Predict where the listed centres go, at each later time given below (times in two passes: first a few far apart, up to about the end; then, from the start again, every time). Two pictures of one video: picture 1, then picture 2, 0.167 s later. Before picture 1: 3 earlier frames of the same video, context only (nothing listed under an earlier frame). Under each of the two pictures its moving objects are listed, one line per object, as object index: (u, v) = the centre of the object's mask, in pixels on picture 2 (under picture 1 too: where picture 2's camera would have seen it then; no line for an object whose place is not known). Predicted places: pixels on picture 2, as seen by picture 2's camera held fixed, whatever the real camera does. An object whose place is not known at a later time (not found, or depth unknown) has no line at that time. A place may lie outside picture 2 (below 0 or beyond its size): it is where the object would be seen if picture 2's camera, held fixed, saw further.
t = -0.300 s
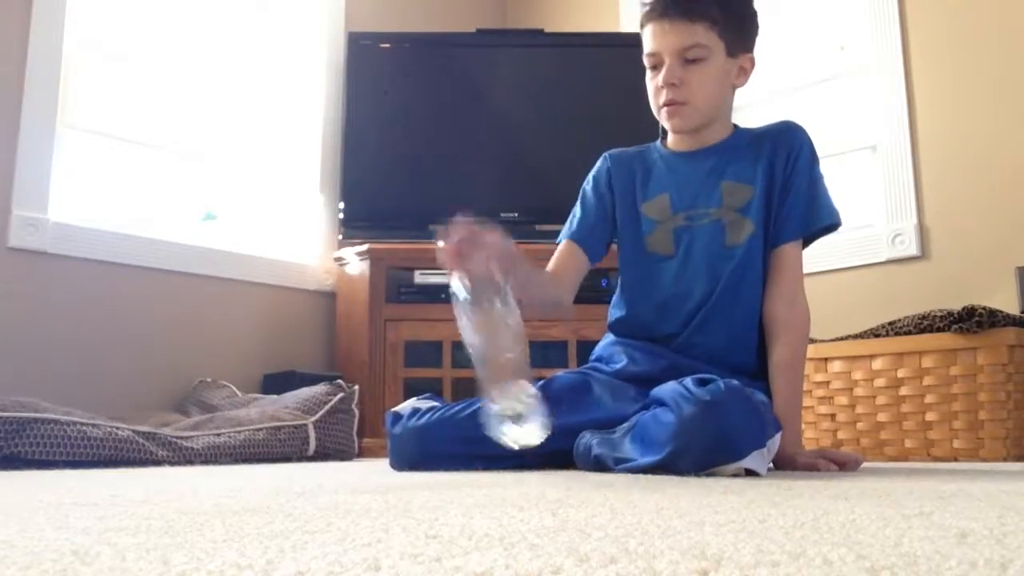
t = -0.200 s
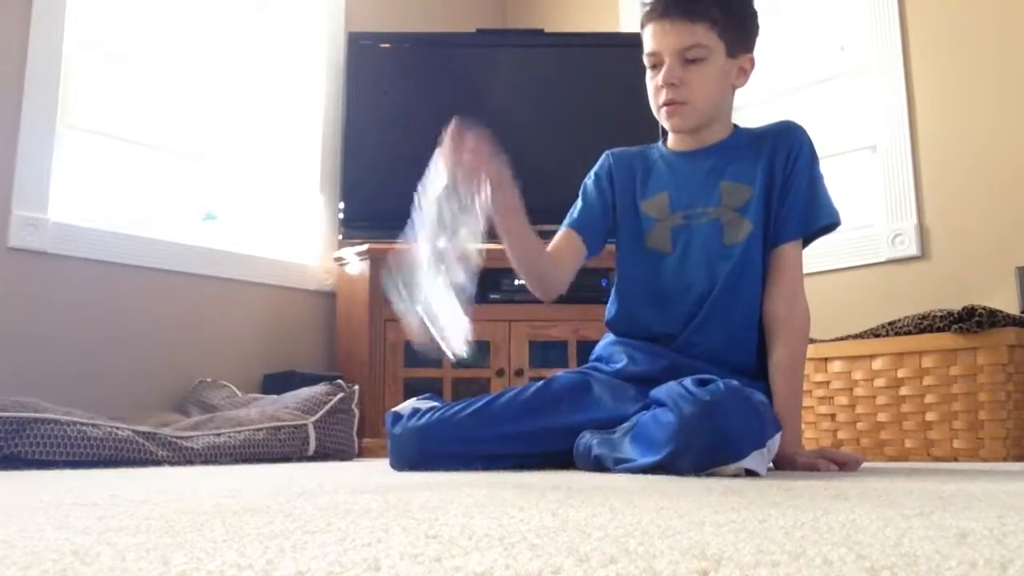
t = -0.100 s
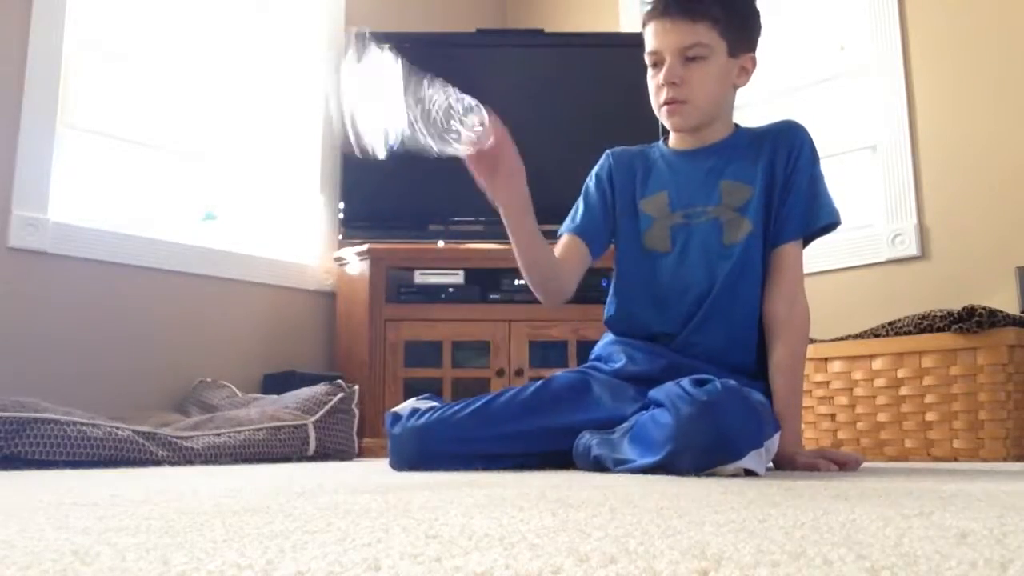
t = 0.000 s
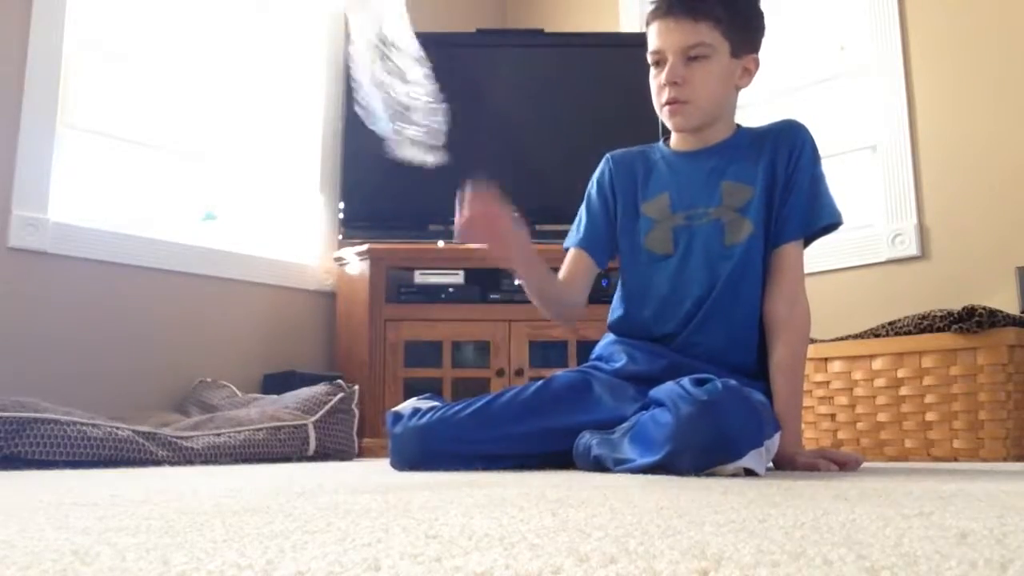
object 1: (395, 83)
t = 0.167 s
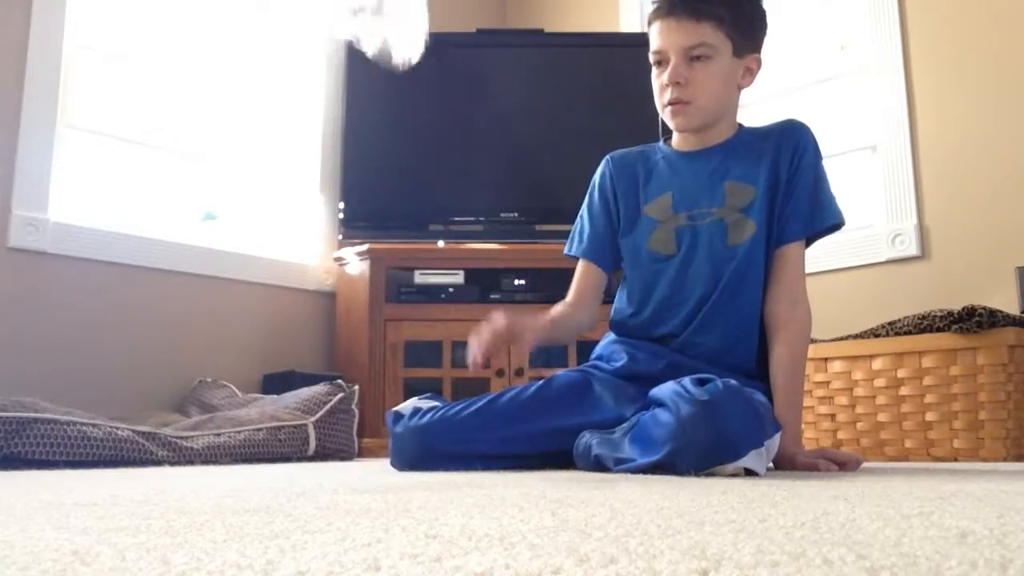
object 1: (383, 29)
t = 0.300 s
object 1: (368, 172)
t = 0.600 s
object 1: (403, 382)
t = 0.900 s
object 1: (412, 384)
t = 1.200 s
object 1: (378, 377)
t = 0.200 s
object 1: (378, 50)
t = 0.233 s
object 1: (370, 78)
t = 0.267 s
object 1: (367, 118)
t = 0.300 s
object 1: (368, 172)
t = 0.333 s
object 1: (365, 229)
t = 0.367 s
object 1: (360, 290)
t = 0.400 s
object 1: (364, 370)
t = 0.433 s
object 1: (373, 372)
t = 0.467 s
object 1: (381, 377)
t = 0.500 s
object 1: (388, 378)
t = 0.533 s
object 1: (394, 378)
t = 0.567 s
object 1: (399, 380)
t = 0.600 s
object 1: (403, 382)
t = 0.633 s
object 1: (407, 383)
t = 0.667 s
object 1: (410, 385)
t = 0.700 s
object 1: (412, 387)
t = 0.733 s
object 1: (414, 388)
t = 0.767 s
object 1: (415, 388)
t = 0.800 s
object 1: (415, 388)
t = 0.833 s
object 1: (415, 388)
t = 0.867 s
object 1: (414, 386)
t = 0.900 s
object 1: (412, 384)
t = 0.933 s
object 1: (407, 382)
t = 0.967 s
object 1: (400, 378)
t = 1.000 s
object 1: (389, 375)
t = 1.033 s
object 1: (377, 375)
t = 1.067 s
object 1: (369, 375)
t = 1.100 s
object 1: (367, 376)
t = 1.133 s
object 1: (368, 376)
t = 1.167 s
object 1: (372, 375)
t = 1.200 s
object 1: (378, 377)
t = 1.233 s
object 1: (382, 379)
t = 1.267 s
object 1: (383, 379)
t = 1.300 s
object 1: (381, 379)
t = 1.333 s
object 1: (380, 379)
